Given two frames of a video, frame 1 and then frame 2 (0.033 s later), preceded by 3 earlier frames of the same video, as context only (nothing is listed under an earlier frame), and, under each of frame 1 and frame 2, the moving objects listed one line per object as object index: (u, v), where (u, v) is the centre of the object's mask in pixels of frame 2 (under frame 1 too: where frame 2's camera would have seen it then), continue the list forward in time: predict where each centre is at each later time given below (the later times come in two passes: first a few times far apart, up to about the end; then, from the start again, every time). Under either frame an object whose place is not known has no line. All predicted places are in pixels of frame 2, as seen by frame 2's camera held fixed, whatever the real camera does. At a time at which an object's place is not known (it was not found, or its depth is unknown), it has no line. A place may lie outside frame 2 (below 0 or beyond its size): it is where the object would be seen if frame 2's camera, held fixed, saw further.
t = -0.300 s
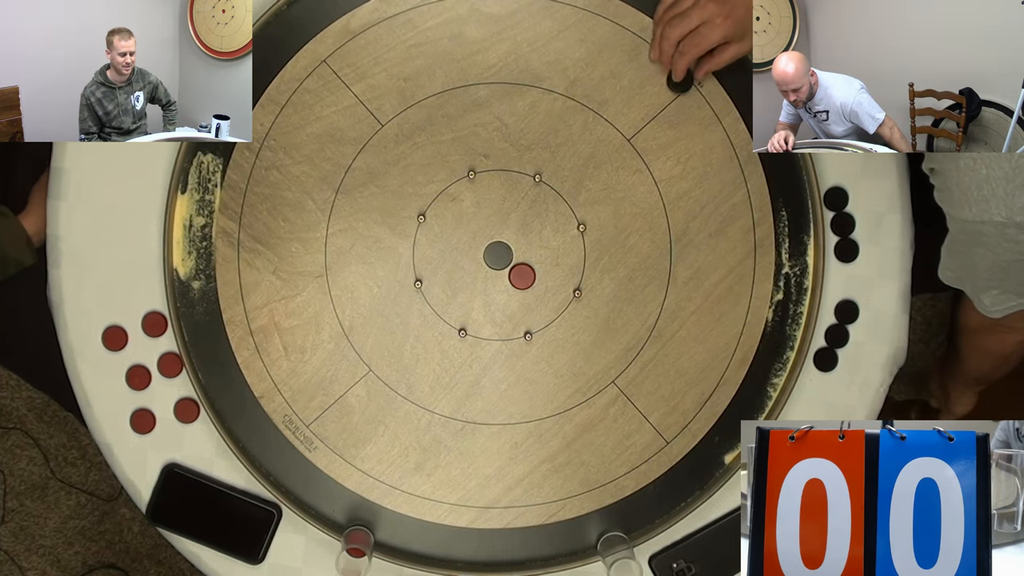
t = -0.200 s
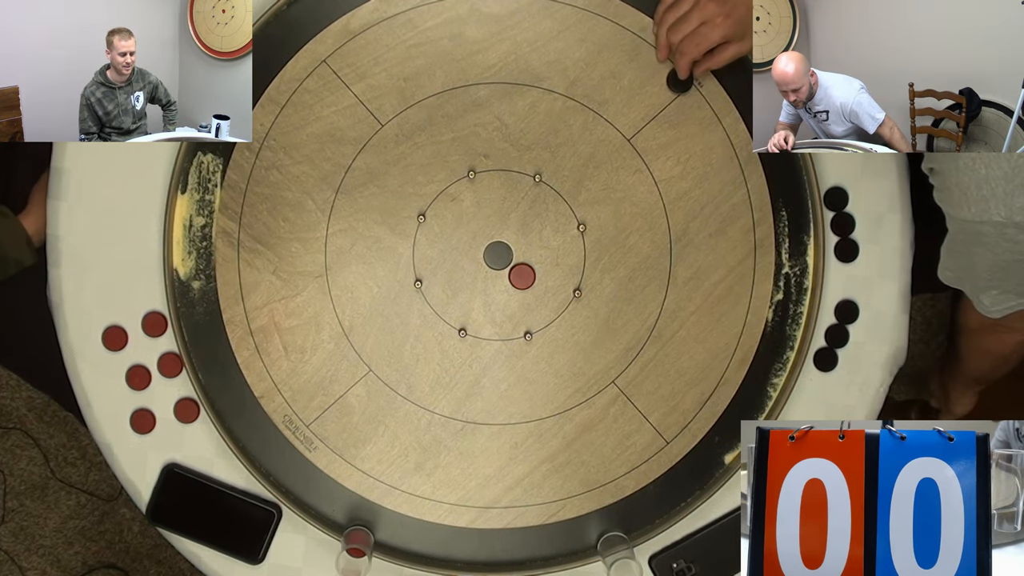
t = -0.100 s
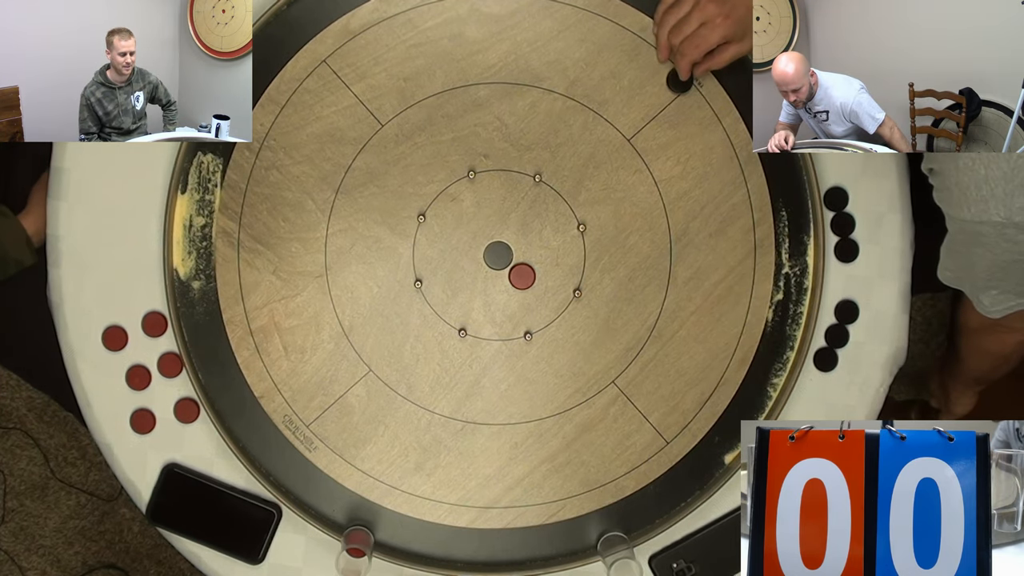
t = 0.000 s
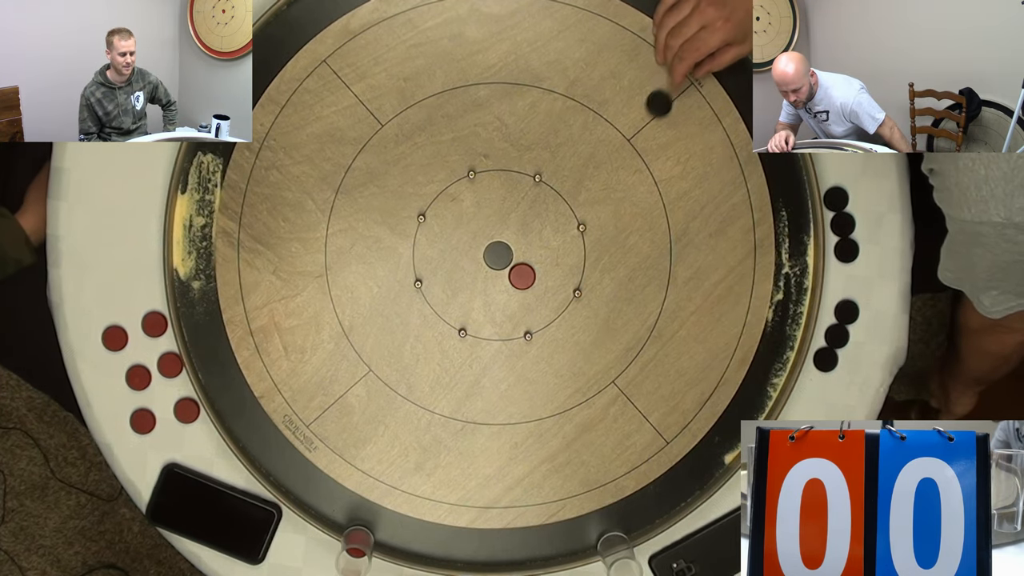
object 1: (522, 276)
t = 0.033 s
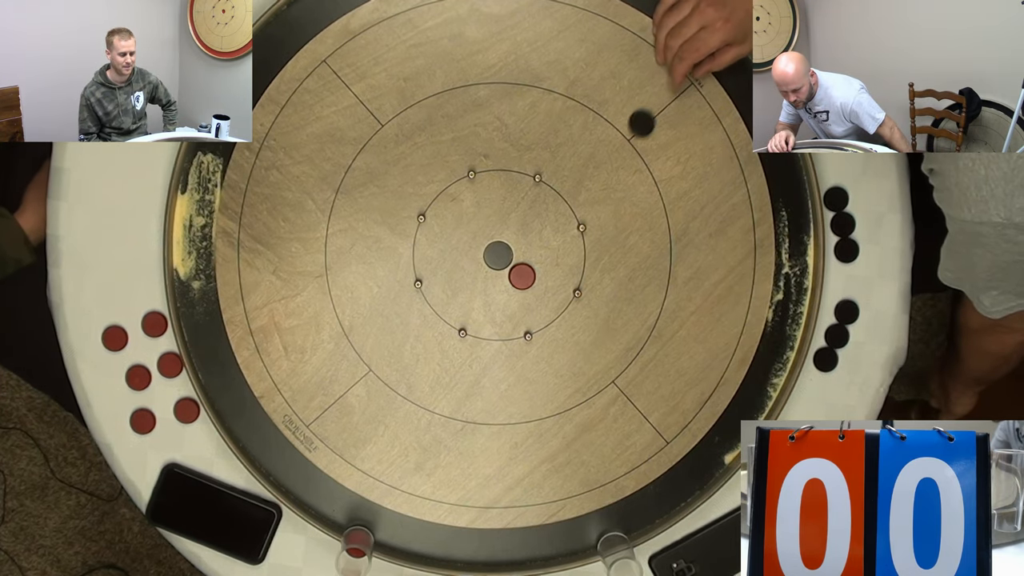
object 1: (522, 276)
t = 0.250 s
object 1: (522, 276)
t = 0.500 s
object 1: (503, 344)
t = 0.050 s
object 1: (522, 276)
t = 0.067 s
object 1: (522, 276)
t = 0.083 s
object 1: (522, 276)
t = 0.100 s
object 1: (522, 276)
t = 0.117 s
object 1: (522, 276)
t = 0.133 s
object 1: (522, 276)
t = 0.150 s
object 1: (522, 276)
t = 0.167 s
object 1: (522, 276)
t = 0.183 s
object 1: (522, 276)
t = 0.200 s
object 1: (522, 276)
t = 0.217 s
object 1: (522, 276)
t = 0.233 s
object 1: (522, 276)
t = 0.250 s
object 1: (522, 276)
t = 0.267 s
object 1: (522, 276)
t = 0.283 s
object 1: (520, 281)
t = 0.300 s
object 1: (519, 288)
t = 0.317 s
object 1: (517, 294)
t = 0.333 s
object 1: (515, 300)
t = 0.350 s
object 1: (514, 306)
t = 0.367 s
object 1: (512, 312)
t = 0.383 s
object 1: (511, 317)
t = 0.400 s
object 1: (509, 322)
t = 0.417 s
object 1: (508, 326)
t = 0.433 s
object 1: (507, 330)
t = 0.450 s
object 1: (506, 334)
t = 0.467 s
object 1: (505, 338)
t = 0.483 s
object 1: (504, 341)
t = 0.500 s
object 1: (503, 344)
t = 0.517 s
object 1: (503, 347)
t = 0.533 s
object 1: (502, 350)
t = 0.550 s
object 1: (501, 352)
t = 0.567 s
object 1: (501, 354)
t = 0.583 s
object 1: (500, 355)
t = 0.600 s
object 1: (500, 357)
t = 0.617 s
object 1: (500, 357)
